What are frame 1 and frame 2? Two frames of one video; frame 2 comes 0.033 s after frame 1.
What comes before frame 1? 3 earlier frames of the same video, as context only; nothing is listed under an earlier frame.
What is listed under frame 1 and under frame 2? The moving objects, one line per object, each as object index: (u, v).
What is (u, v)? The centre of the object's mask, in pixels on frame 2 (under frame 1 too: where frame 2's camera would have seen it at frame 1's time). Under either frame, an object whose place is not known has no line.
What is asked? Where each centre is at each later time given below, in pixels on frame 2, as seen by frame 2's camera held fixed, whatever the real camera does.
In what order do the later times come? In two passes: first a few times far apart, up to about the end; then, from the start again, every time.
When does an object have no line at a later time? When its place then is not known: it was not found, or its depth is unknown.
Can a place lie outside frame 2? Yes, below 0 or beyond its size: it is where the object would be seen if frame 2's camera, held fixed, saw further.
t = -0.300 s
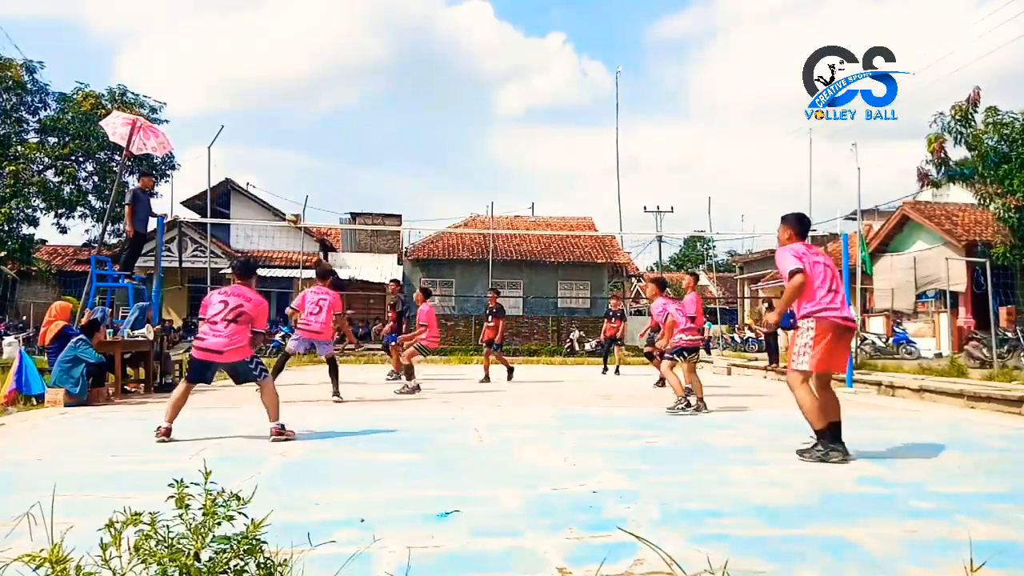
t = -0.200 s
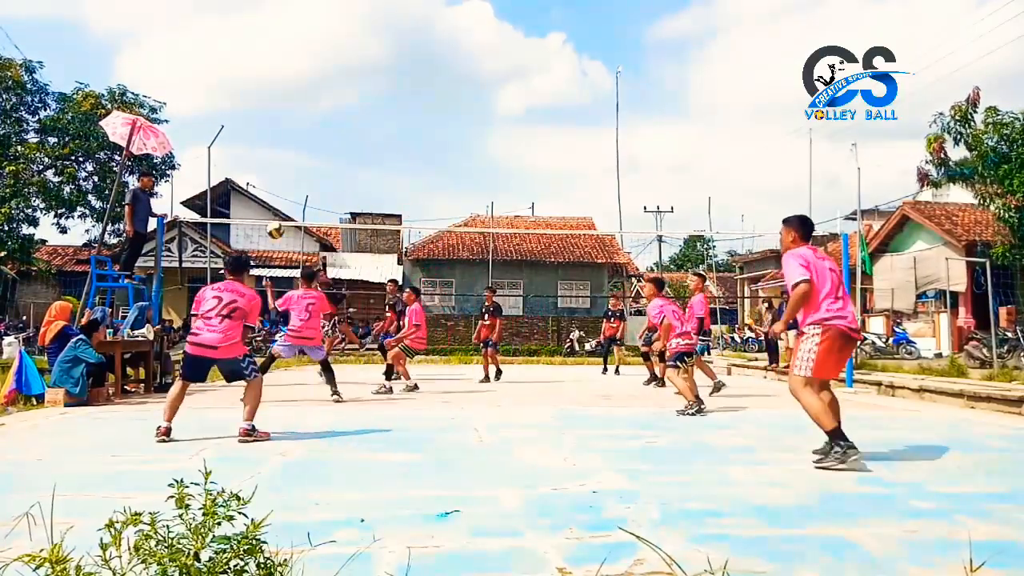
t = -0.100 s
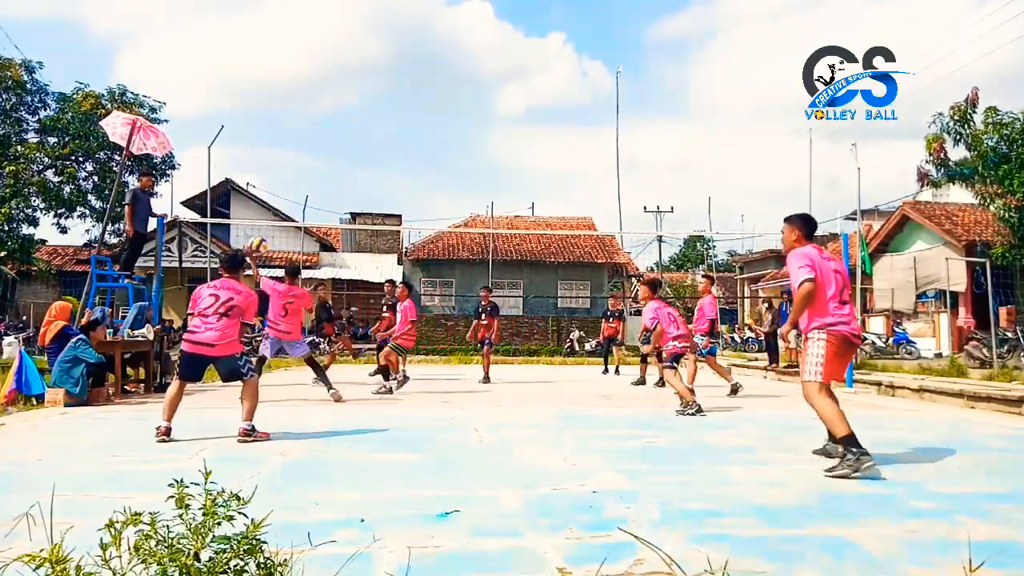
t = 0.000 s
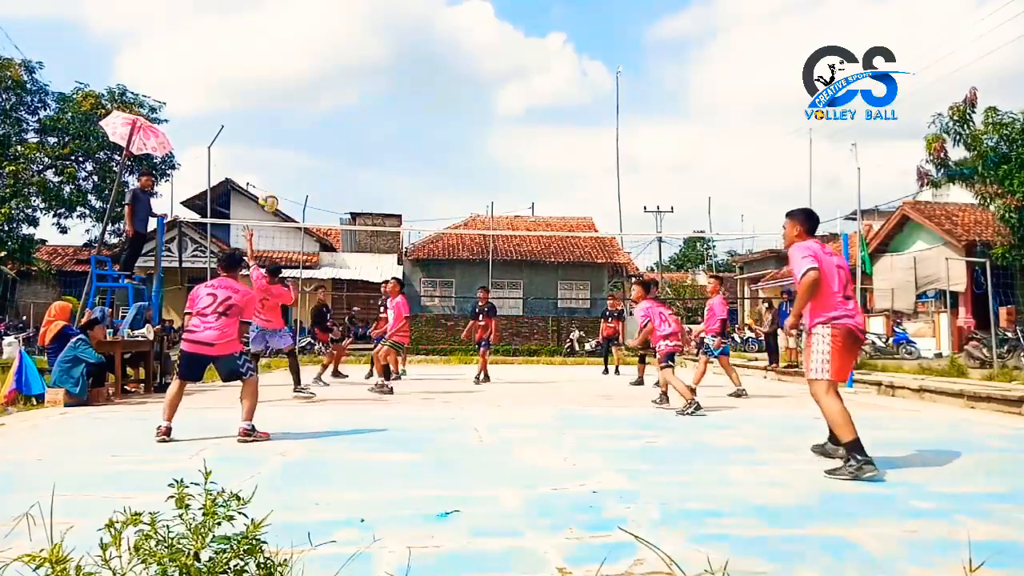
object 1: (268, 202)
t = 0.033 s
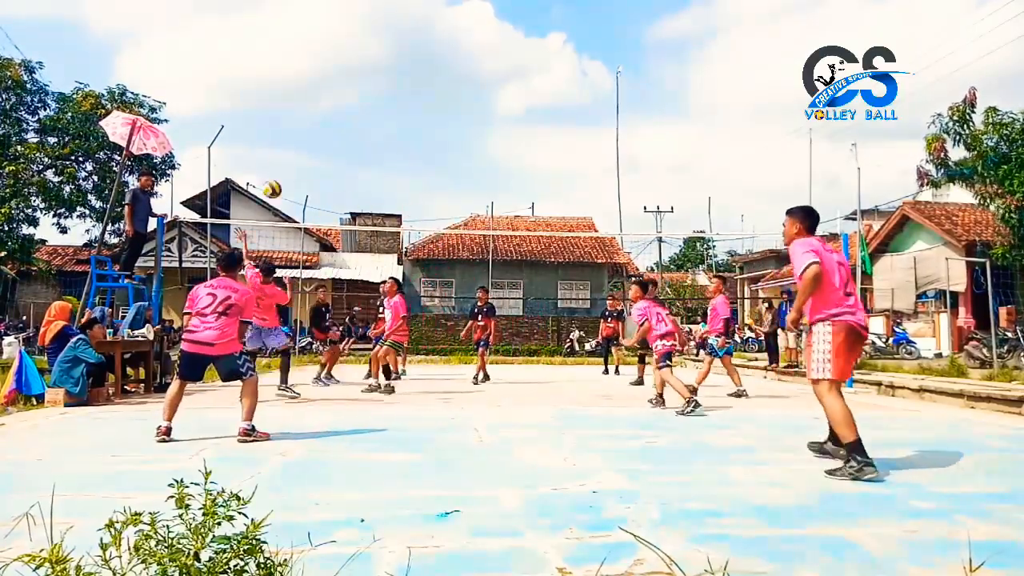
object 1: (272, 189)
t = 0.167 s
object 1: (286, 145)
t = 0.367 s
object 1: (306, 104)
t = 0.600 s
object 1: (336, 103)
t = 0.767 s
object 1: (356, 137)
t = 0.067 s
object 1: (276, 177)
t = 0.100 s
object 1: (279, 166)
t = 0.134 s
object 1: (283, 155)
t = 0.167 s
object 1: (286, 145)
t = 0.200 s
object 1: (288, 135)
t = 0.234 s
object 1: (294, 128)
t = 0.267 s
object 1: (298, 121)
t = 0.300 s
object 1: (301, 115)
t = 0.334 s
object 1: (305, 109)
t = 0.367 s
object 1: (306, 104)
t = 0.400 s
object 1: (313, 101)
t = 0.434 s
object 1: (317, 99)
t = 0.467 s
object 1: (320, 98)
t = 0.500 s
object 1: (324, 98)
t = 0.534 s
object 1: (325, 97)
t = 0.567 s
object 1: (333, 100)
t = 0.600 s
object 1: (336, 103)
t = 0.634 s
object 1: (340, 108)
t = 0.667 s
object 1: (344, 113)
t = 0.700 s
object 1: (346, 118)
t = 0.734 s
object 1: (352, 127)
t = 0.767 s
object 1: (356, 137)
